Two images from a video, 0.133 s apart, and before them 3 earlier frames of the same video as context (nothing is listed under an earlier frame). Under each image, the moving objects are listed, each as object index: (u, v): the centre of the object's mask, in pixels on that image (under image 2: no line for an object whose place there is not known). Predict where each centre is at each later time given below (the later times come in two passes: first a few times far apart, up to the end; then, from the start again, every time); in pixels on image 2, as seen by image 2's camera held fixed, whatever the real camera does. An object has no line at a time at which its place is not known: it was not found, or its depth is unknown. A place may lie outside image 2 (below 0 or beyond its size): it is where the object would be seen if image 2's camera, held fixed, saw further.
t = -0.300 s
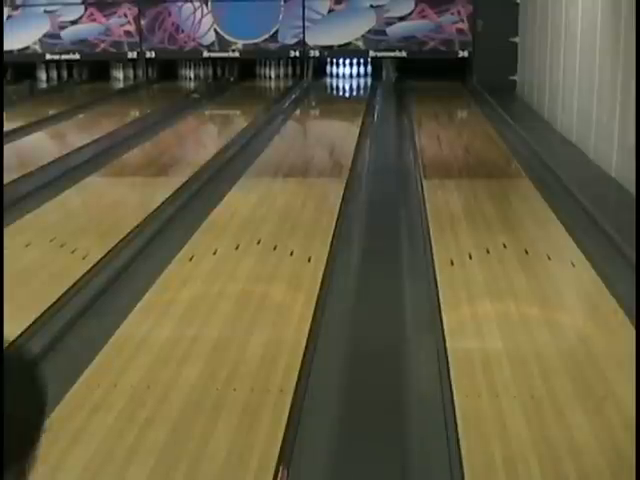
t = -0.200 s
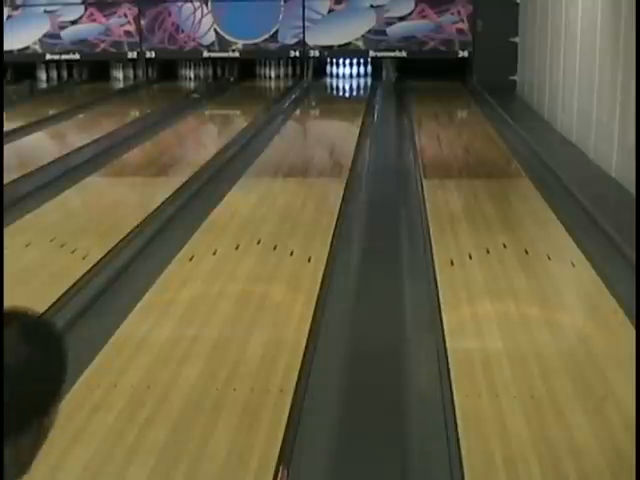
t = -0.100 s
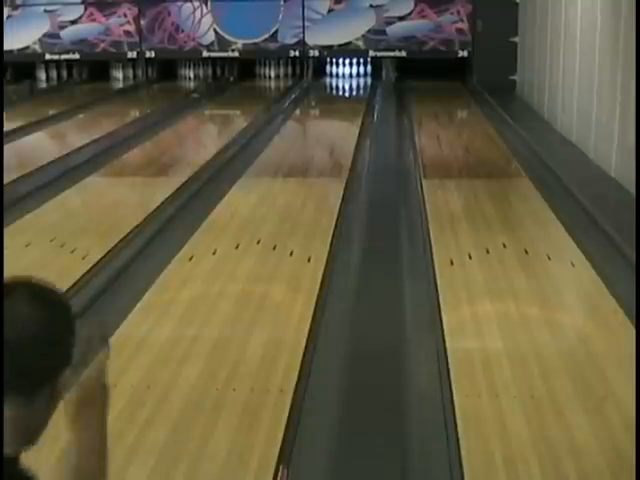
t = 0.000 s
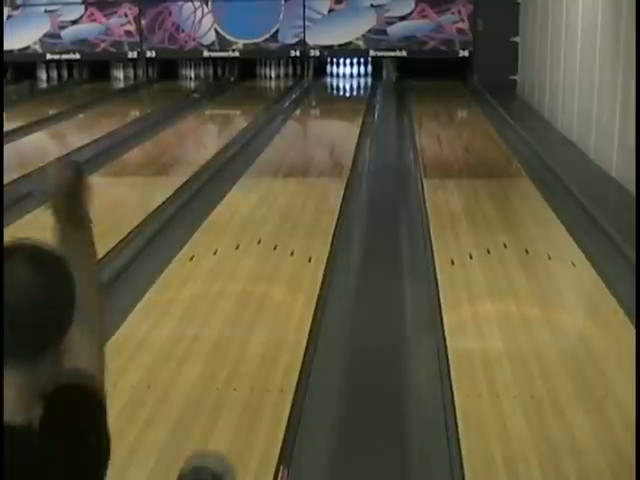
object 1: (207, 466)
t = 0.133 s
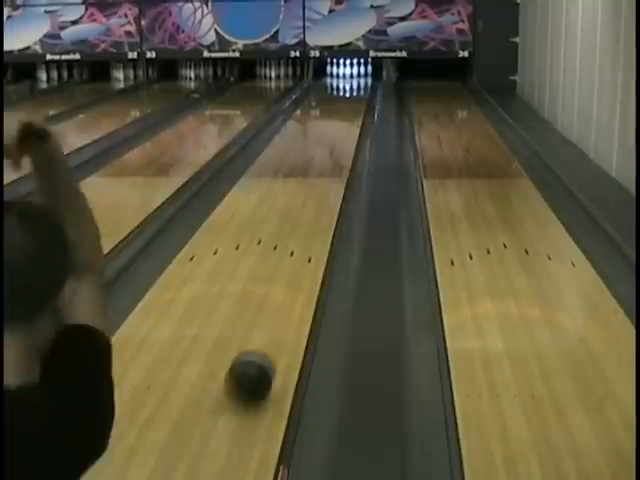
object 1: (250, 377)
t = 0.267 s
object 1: (280, 305)
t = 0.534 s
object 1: (313, 221)
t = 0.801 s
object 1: (331, 175)
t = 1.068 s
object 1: (341, 144)
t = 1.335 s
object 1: (348, 123)
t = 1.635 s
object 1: (352, 106)
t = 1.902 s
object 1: (357, 95)
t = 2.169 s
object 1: (357, 90)
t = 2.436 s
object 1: (354, 79)
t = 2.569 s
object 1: (352, 77)
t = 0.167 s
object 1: (258, 357)
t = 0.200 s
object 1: (267, 338)
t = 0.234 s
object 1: (273, 321)
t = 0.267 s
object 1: (280, 305)
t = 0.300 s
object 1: (286, 291)
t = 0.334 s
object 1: (291, 279)
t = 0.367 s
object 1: (295, 267)
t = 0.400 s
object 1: (300, 256)
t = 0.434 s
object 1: (303, 247)
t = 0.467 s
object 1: (307, 238)
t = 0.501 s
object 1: (310, 229)
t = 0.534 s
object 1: (313, 221)
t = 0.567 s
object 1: (316, 214)
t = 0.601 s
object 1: (319, 207)
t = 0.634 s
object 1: (321, 201)
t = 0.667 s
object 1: (323, 195)
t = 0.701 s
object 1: (325, 190)
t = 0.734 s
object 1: (327, 184)
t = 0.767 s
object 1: (329, 179)
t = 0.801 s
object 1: (331, 175)
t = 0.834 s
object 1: (333, 170)
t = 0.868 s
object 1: (334, 166)
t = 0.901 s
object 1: (335, 162)
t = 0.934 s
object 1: (337, 158)
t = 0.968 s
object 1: (338, 155)
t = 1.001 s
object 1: (339, 151)
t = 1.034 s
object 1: (341, 147)
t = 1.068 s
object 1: (341, 144)
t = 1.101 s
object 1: (343, 141)
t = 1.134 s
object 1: (343, 138)
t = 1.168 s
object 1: (345, 135)
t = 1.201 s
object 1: (346, 132)
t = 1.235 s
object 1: (347, 130)
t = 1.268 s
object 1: (347, 127)
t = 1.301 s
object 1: (348, 126)
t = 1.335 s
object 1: (348, 123)
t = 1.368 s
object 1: (349, 121)
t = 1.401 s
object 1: (349, 119)
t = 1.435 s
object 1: (351, 117)
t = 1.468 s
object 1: (351, 116)
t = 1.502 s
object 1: (351, 113)
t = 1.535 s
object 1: (351, 113)
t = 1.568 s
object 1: (351, 111)
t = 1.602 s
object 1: (353, 108)
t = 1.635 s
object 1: (352, 106)
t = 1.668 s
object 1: (353, 104)
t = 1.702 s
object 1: (354, 103)
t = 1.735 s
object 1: (355, 100)
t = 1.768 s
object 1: (355, 98)
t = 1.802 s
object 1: (354, 98)
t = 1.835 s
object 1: (355, 98)
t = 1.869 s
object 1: (356, 96)
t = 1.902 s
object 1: (357, 95)
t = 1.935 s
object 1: (357, 94)
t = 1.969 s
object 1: (357, 94)
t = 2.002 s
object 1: (357, 92)
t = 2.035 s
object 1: (357, 90)
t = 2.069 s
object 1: (356, 91)
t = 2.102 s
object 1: (358, 90)
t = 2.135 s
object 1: (358, 90)
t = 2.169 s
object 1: (357, 90)
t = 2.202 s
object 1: (359, 87)
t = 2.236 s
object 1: (359, 86)
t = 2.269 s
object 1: (359, 86)
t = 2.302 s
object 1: (357, 84)
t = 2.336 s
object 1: (357, 84)
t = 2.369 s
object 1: (358, 84)
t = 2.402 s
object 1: (358, 84)
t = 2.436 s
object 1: (354, 79)
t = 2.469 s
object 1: (353, 76)
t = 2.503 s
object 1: (354, 78)
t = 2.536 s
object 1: (353, 78)
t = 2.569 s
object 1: (352, 77)
